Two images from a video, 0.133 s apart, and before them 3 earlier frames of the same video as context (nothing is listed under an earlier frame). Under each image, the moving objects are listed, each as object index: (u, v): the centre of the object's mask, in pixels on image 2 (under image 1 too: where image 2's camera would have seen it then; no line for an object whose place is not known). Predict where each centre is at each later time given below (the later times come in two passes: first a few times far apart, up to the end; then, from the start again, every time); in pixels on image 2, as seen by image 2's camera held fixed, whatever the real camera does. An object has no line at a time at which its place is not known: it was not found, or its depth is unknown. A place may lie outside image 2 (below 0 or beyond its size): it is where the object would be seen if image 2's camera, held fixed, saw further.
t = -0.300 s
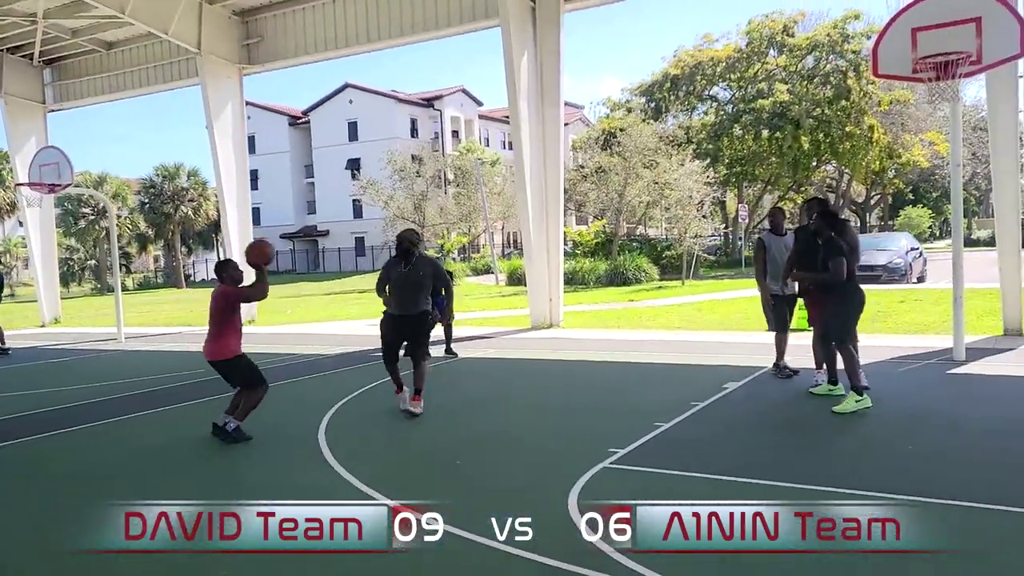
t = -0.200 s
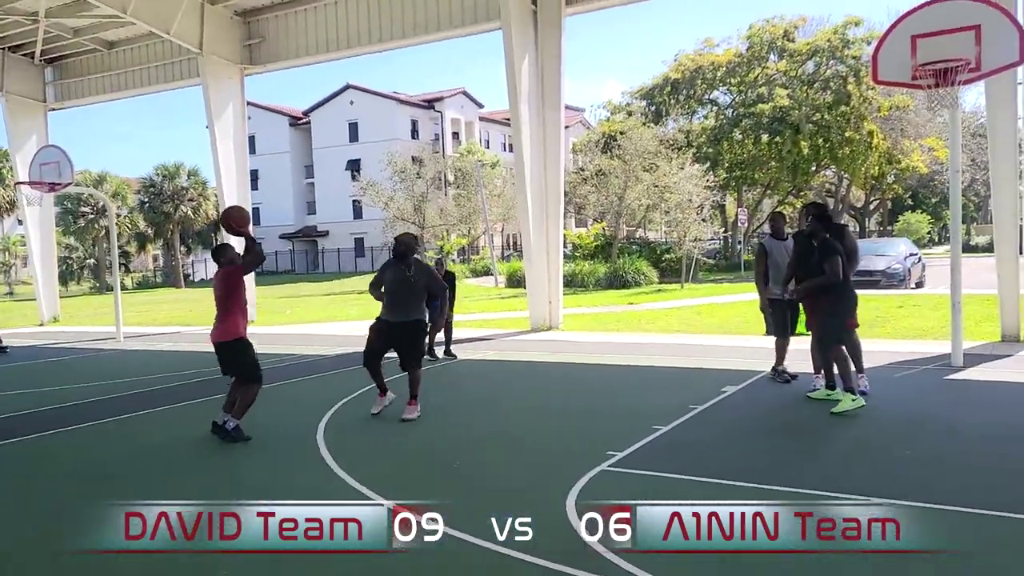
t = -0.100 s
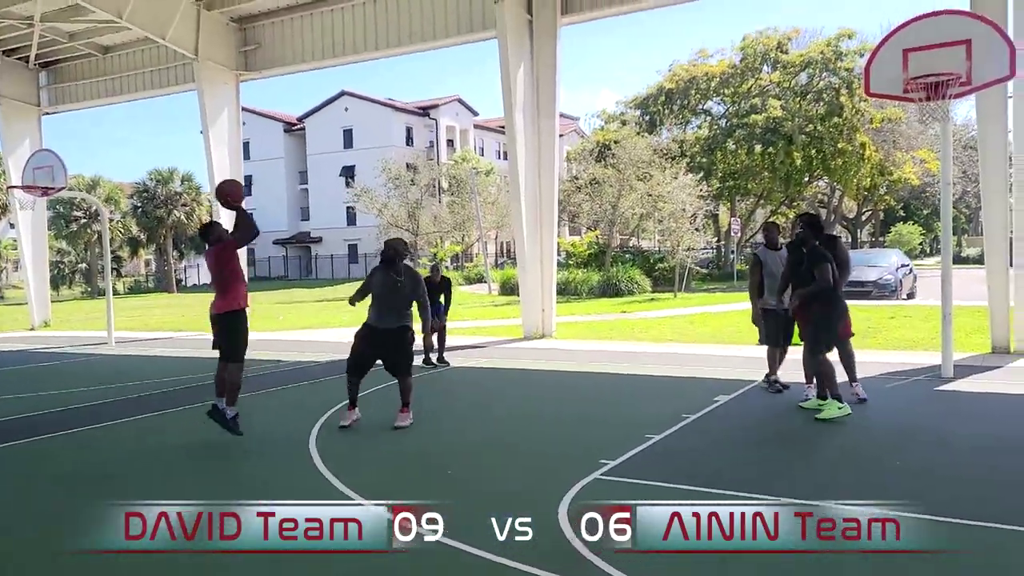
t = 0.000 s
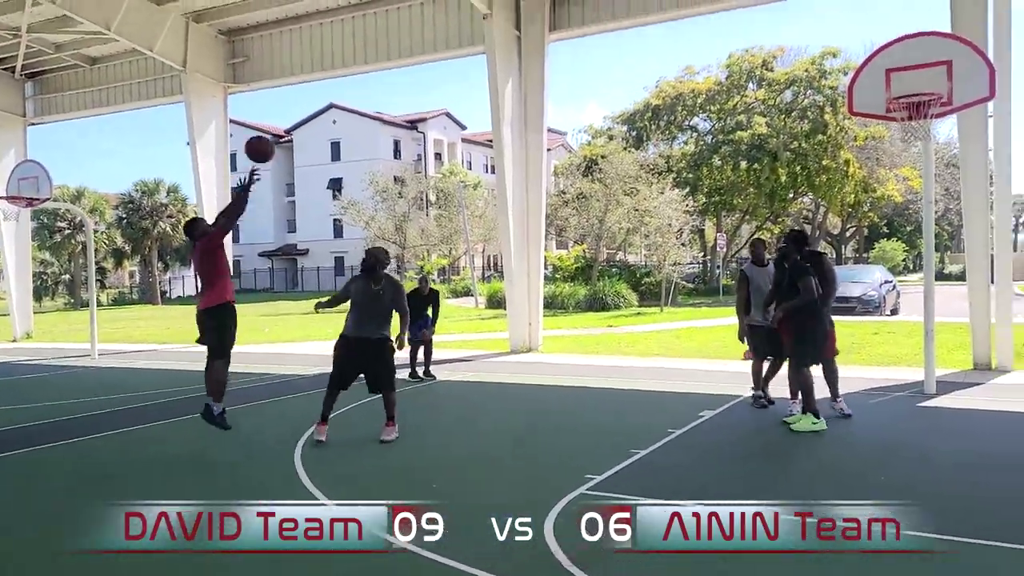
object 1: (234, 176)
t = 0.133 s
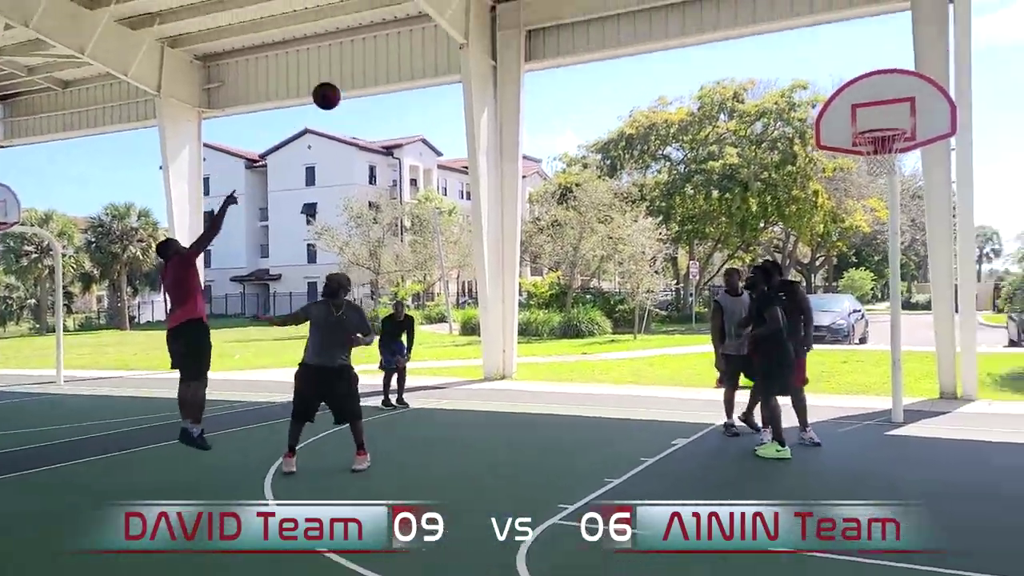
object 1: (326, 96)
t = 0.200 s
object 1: (370, 66)
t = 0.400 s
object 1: (494, 8)
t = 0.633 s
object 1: (631, -7)
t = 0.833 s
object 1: (740, 25)
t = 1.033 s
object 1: (844, 94)
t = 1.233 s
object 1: (898, 169)
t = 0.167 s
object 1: (348, 80)
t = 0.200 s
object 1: (370, 66)
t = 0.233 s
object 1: (392, 53)
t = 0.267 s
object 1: (413, 41)
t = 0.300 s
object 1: (433, 30)
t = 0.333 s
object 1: (454, 22)
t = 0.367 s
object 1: (475, 14)
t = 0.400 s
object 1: (494, 8)
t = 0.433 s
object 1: (514, 2)
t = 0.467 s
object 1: (534, -3)
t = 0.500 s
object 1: (554, -6)
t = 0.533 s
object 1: (574, -8)
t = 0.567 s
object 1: (593, -9)
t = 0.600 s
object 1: (612, -9)
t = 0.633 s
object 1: (631, -7)
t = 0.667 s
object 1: (650, -5)
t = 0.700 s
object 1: (668, -1)
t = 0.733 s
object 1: (686, 4)
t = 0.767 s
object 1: (704, 11)
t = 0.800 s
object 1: (722, 17)
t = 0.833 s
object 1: (740, 25)
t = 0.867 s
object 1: (758, 33)
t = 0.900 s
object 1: (775, 44)
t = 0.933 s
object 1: (792, 55)
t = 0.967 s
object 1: (809, 68)
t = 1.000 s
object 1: (827, 80)
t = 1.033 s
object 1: (844, 94)
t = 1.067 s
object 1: (860, 109)
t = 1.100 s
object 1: (878, 122)
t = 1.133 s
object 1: (889, 140)
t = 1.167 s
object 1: (899, 156)
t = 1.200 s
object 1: (898, 163)
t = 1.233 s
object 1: (898, 169)
